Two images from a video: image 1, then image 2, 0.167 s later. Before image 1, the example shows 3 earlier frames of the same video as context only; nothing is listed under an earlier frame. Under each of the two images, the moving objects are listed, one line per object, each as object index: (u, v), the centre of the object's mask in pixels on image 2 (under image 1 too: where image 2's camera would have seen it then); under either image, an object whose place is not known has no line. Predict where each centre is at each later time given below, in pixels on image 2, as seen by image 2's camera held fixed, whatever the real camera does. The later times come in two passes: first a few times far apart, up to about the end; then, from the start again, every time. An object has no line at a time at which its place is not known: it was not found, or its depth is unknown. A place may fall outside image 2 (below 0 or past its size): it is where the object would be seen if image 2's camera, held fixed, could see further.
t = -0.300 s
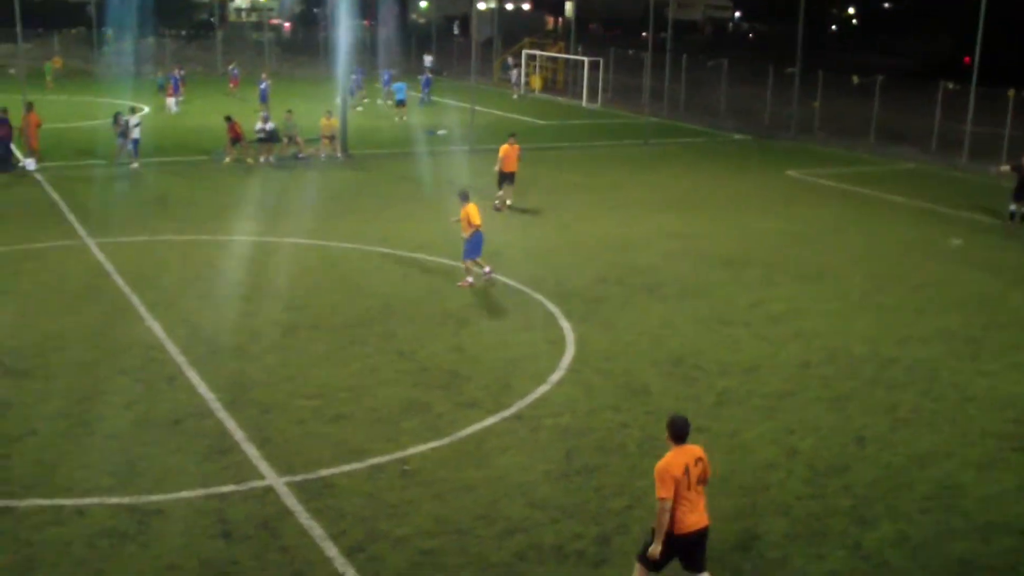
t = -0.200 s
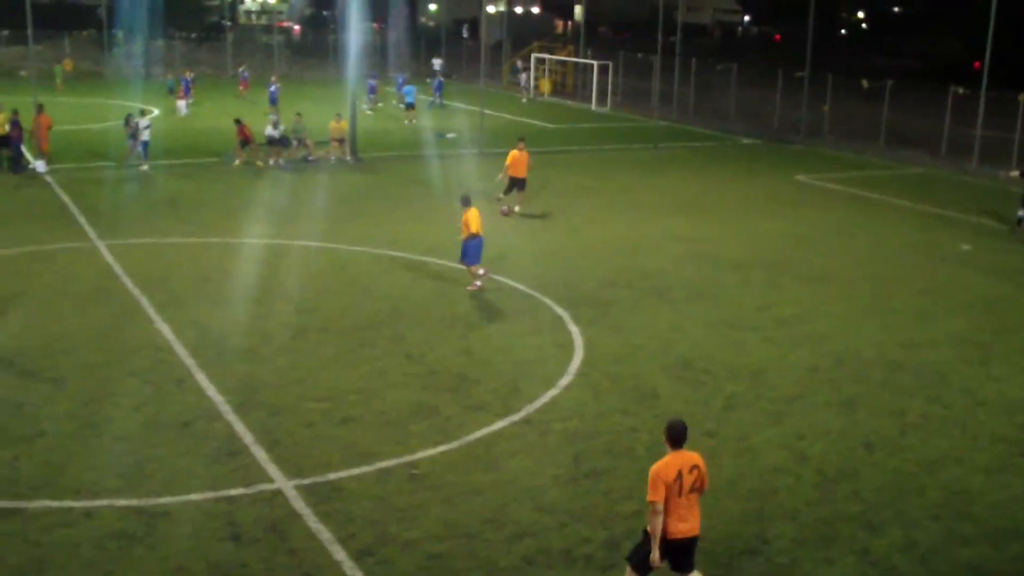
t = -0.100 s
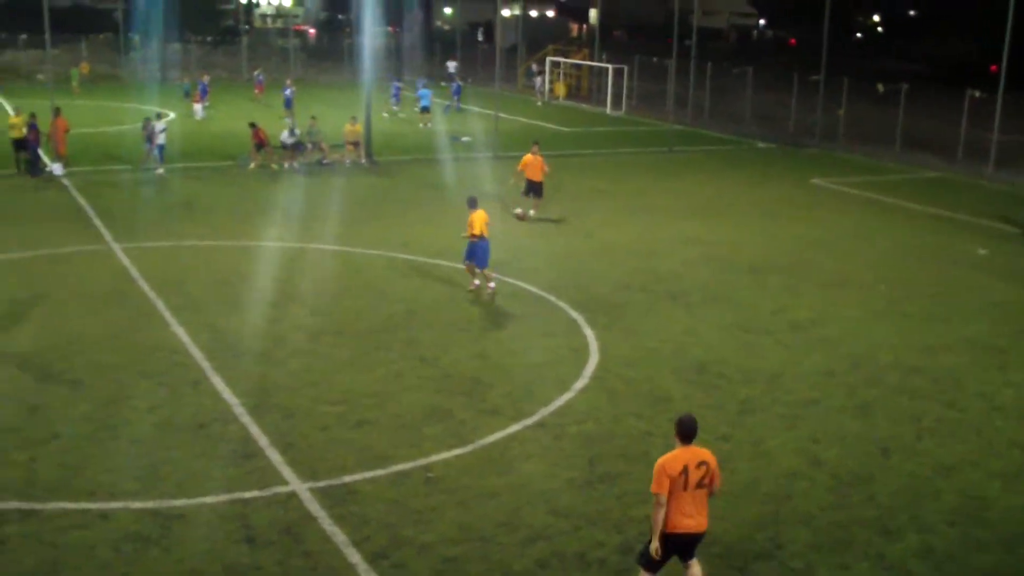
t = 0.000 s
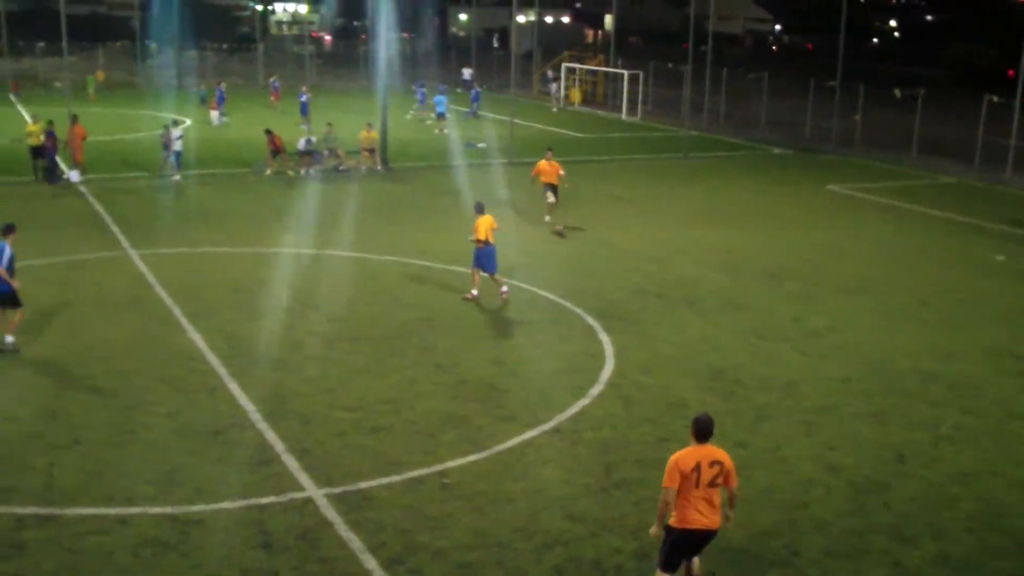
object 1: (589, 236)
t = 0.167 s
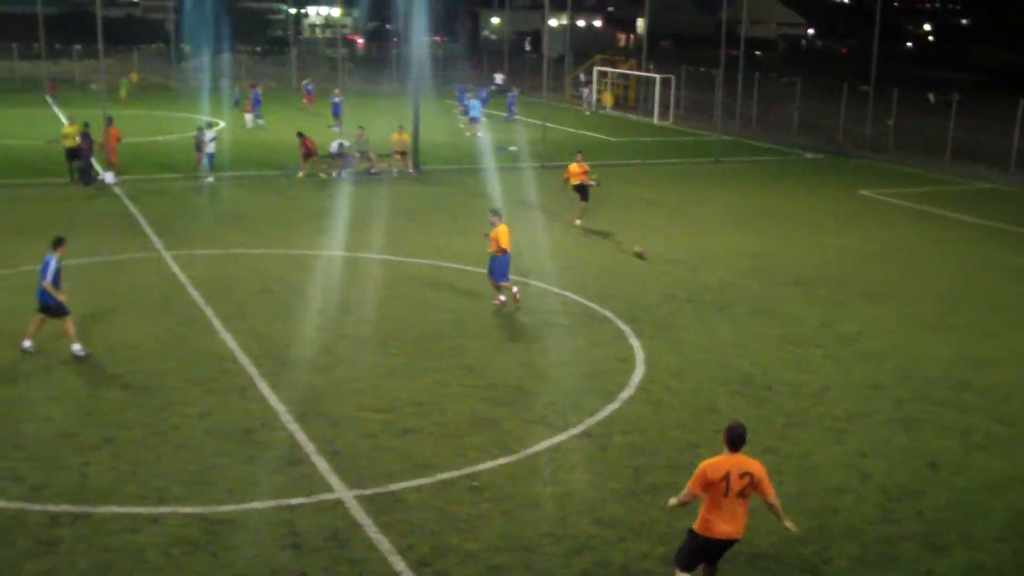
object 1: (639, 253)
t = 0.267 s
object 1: (670, 264)
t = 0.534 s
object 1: (748, 294)
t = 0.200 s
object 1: (650, 258)
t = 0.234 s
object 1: (660, 260)
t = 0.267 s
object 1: (670, 264)
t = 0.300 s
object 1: (680, 268)
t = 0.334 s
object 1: (689, 271)
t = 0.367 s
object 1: (698, 275)
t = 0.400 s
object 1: (708, 278)
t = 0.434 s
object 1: (718, 282)
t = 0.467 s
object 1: (728, 285)
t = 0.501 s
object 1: (738, 289)
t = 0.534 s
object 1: (748, 294)
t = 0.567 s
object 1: (759, 297)
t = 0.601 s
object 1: (770, 301)
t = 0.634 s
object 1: (781, 306)
